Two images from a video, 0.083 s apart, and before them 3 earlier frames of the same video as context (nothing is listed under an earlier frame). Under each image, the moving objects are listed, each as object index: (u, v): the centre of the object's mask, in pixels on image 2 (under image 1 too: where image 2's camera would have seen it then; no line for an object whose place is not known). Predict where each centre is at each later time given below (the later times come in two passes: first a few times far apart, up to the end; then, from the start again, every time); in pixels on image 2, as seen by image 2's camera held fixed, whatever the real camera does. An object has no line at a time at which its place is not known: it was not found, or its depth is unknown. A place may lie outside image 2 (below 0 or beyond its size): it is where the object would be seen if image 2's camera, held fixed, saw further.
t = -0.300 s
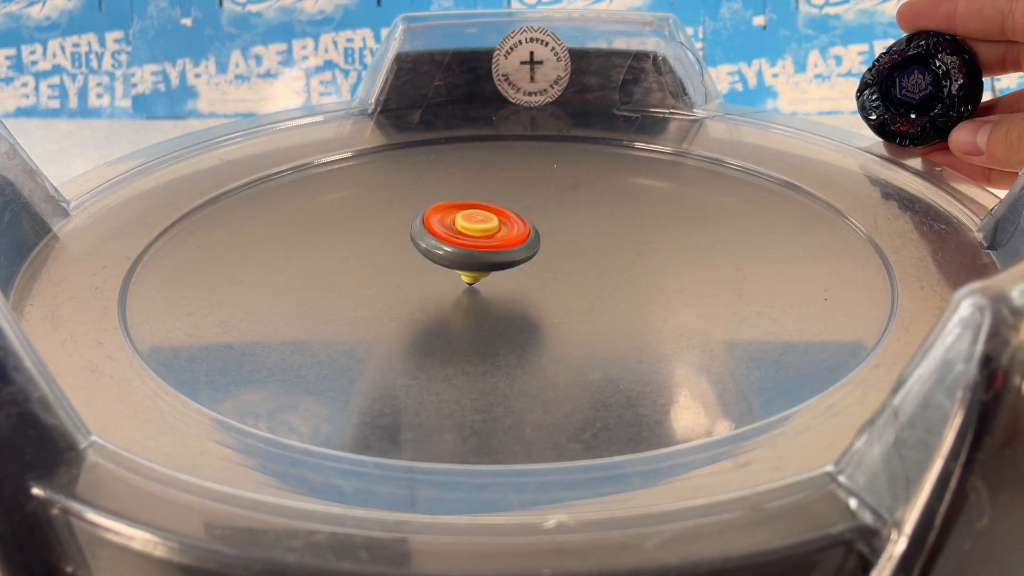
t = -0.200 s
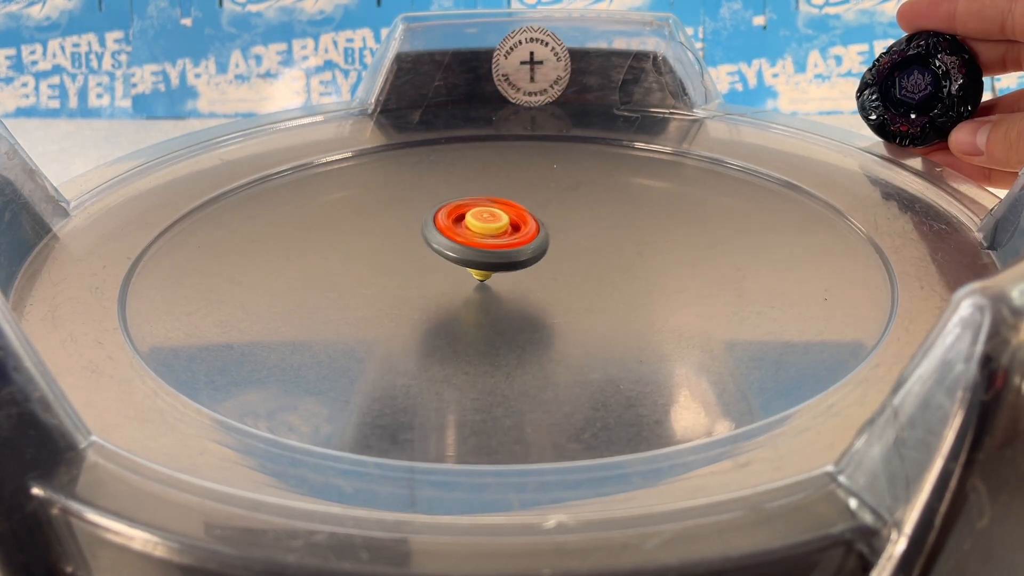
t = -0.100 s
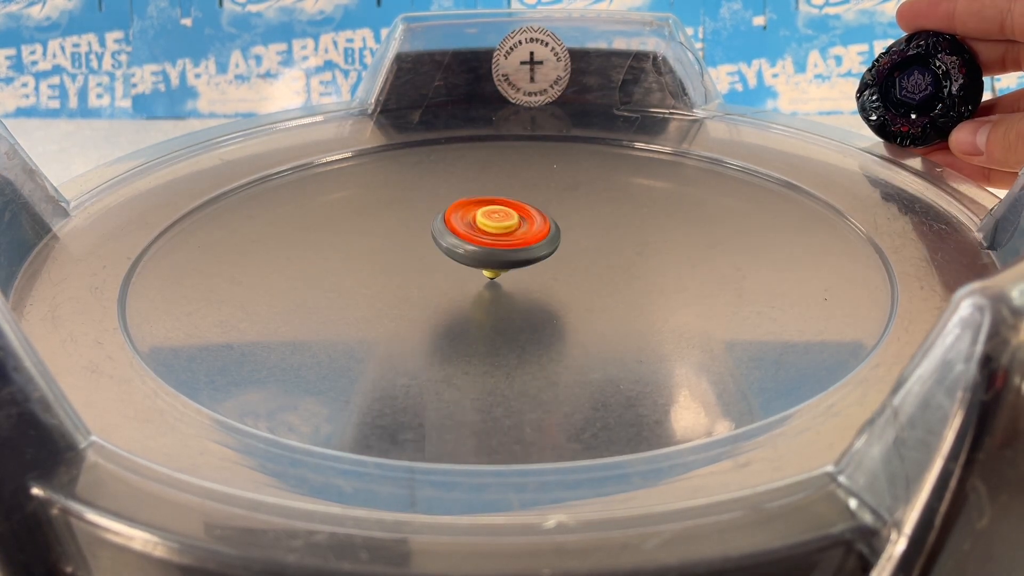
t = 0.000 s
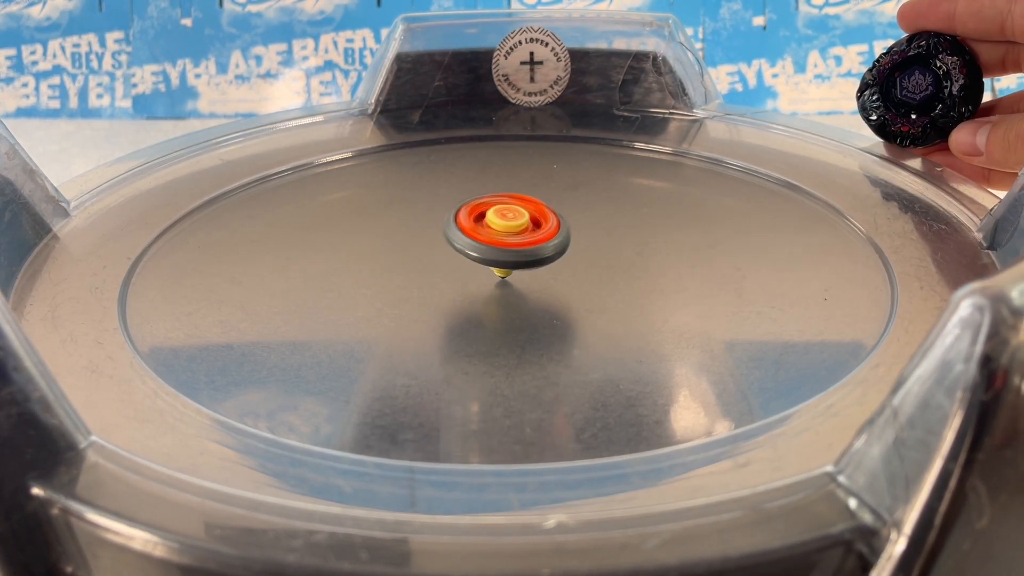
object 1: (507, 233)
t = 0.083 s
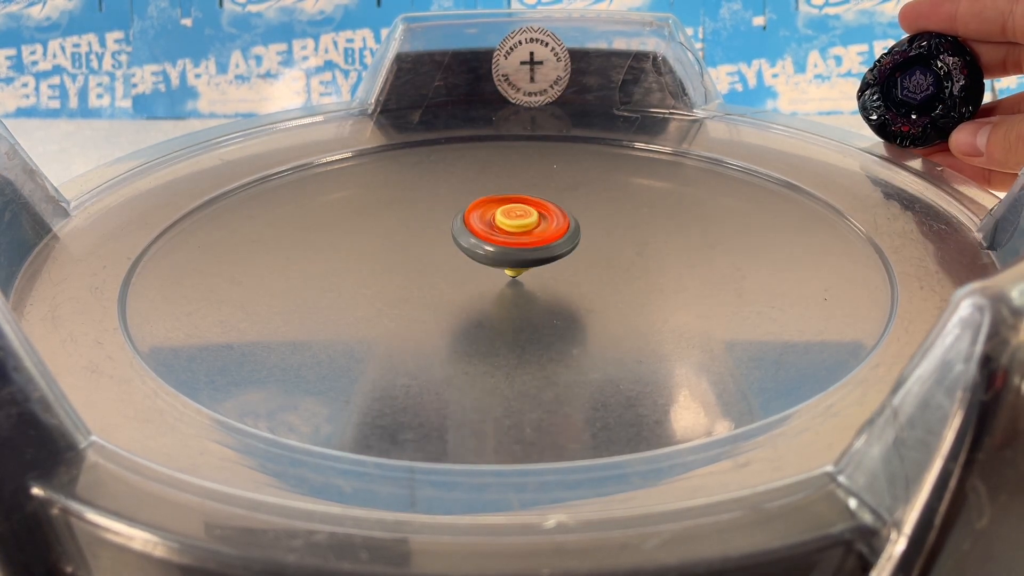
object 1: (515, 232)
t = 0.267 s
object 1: (535, 233)
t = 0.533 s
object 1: (562, 237)
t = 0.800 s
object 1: (580, 246)
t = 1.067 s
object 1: (585, 259)
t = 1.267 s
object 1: (583, 268)
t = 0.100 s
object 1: (517, 232)
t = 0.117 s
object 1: (519, 232)
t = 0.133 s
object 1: (522, 232)
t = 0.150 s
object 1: (524, 232)
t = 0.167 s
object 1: (526, 232)
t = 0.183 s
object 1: (527, 232)
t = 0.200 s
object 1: (529, 232)
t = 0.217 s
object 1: (530, 232)
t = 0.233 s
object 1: (532, 232)
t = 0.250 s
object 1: (533, 232)
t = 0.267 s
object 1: (535, 233)
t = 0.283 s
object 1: (537, 233)
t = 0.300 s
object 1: (539, 233)
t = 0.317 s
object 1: (542, 234)
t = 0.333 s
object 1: (543, 233)
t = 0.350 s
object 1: (545, 234)
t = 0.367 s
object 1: (546, 233)
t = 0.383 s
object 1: (548, 234)
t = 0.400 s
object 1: (549, 234)
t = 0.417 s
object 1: (550, 235)
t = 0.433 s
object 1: (552, 235)
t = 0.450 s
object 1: (554, 236)
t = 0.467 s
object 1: (556, 236)
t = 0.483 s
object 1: (558, 236)
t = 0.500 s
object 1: (560, 236)
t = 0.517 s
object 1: (561, 237)
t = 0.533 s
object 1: (562, 237)
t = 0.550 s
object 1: (563, 237)
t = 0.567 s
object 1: (564, 238)
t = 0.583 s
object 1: (565, 239)
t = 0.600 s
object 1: (566, 240)
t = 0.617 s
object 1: (568, 240)
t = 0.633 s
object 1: (570, 240)
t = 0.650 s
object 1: (572, 241)
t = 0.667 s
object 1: (573, 241)
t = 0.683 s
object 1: (573, 241)
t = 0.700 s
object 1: (574, 242)
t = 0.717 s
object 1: (575, 243)
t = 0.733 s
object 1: (575, 244)
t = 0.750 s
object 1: (576, 245)
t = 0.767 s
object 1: (578, 245)
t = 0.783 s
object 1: (579, 246)
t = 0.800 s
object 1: (580, 246)
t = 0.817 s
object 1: (582, 247)
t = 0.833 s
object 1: (582, 247)
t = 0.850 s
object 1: (582, 248)
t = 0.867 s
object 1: (582, 249)
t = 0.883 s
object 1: (582, 250)
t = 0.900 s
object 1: (583, 251)
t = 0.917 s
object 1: (584, 252)
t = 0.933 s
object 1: (585, 252)
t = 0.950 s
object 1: (585, 253)
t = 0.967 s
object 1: (586, 253)
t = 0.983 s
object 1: (585, 254)
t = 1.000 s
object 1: (584, 255)
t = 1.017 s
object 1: (584, 256)
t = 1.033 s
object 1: (584, 257)
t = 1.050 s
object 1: (584, 258)
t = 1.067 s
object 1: (585, 259)
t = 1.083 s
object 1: (585, 260)
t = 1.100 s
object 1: (586, 260)
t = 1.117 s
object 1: (585, 261)
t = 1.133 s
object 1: (585, 261)
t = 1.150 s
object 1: (584, 262)
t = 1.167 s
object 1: (584, 264)
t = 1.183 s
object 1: (584, 265)
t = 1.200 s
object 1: (584, 265)
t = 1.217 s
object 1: (584, 266)
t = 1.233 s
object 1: (585, 267)
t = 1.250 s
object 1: (584, 267)
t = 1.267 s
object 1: (583, 268)
